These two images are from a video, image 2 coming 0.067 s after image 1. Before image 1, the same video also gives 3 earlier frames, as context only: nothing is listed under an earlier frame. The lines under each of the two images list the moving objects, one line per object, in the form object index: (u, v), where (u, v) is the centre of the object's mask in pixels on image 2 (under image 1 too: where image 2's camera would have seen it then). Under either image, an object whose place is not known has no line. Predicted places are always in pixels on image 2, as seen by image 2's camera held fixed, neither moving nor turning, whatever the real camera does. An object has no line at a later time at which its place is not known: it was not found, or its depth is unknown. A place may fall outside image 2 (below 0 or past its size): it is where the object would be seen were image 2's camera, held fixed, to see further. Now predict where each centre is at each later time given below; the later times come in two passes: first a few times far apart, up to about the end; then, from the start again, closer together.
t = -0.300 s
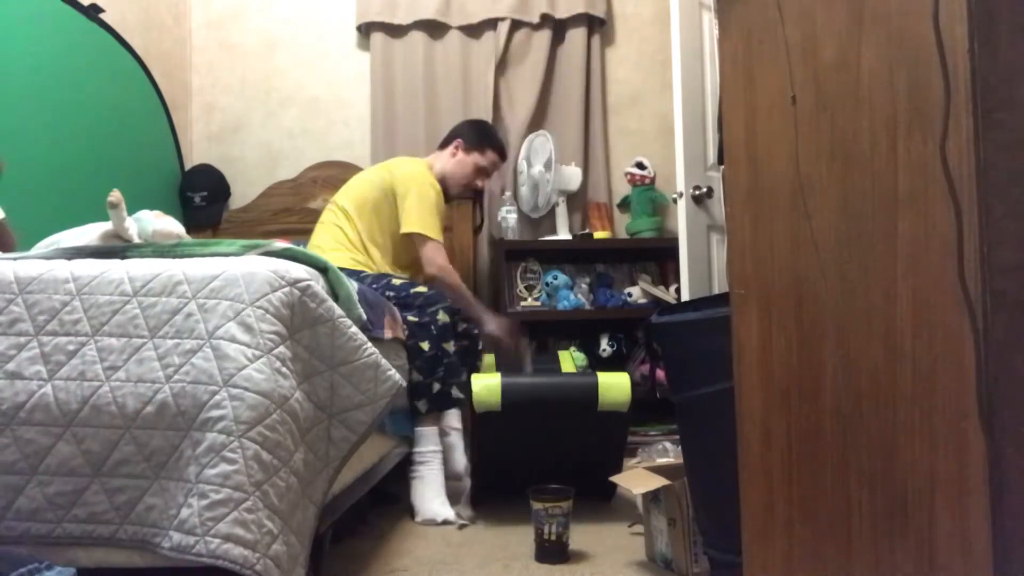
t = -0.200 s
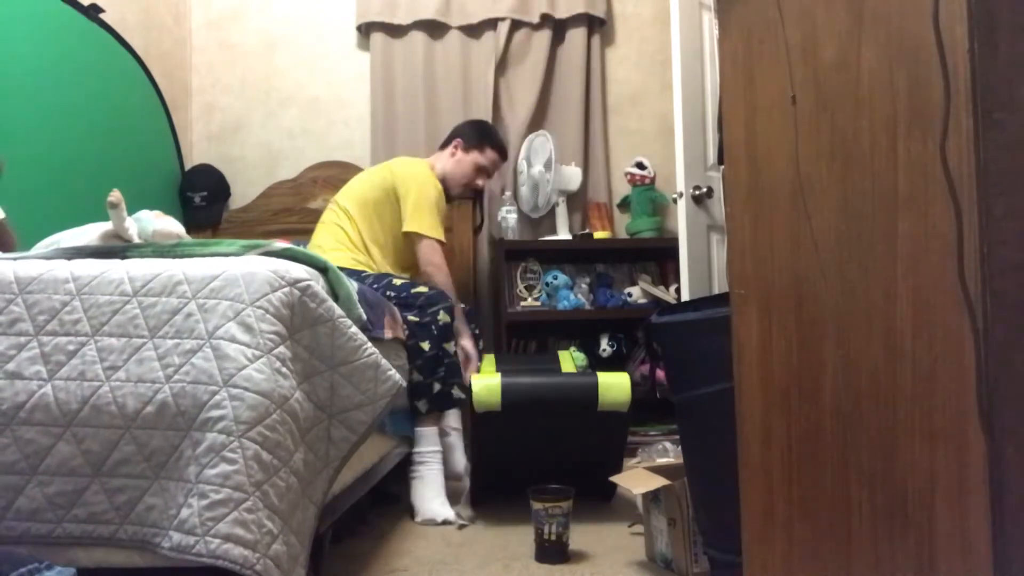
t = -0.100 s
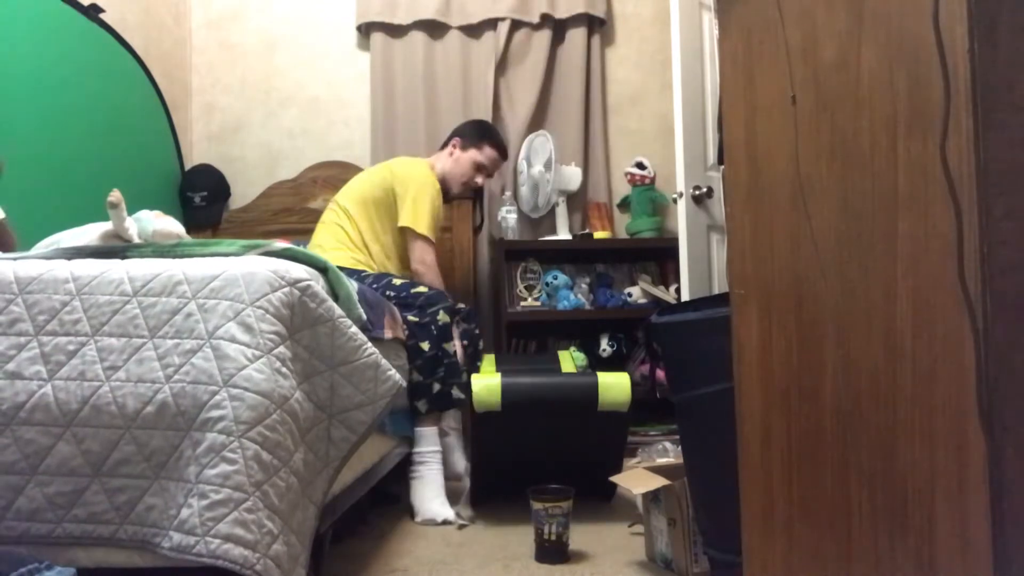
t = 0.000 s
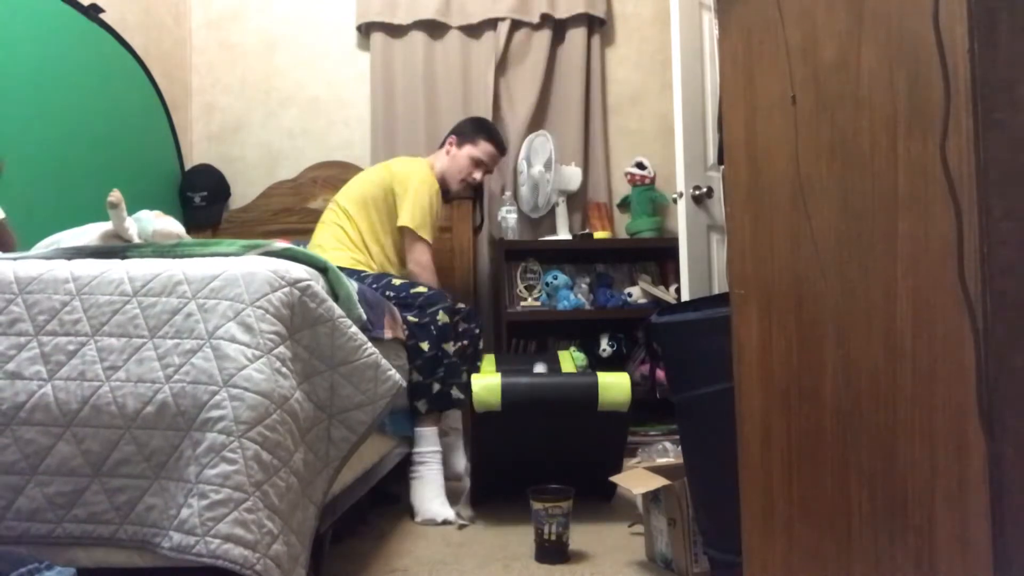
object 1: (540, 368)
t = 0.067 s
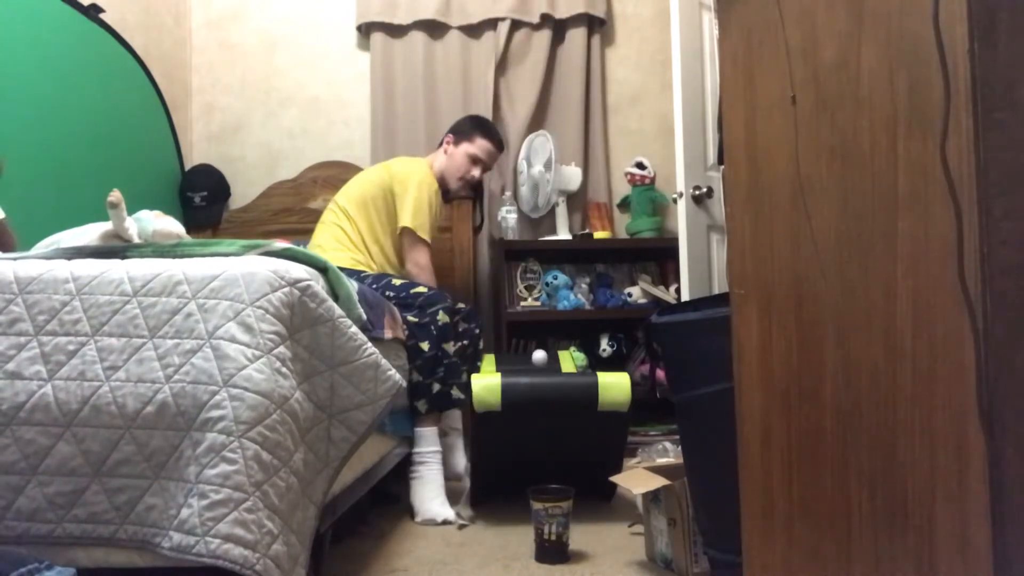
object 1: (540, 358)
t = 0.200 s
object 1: (539, 378)
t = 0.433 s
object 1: (529, 517)
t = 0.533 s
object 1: (520, 494)
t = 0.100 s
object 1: (540, 357)
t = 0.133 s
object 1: (540, 359)
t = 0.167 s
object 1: (539, 366)
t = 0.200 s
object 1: (539, 378)
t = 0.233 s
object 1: (540, 395)
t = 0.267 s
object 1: (540, 416)
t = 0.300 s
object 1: (541, 442)
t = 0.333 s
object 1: (541, 469)
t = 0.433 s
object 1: (529, 517)
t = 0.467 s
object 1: (526, 505)
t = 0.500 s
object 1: (523, 497)
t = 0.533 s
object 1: (520, 494)
